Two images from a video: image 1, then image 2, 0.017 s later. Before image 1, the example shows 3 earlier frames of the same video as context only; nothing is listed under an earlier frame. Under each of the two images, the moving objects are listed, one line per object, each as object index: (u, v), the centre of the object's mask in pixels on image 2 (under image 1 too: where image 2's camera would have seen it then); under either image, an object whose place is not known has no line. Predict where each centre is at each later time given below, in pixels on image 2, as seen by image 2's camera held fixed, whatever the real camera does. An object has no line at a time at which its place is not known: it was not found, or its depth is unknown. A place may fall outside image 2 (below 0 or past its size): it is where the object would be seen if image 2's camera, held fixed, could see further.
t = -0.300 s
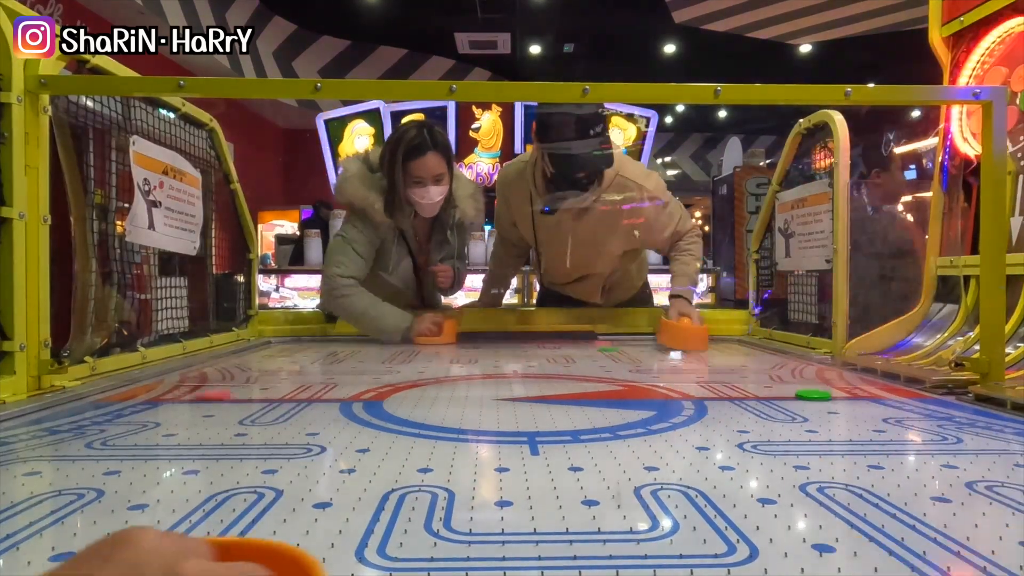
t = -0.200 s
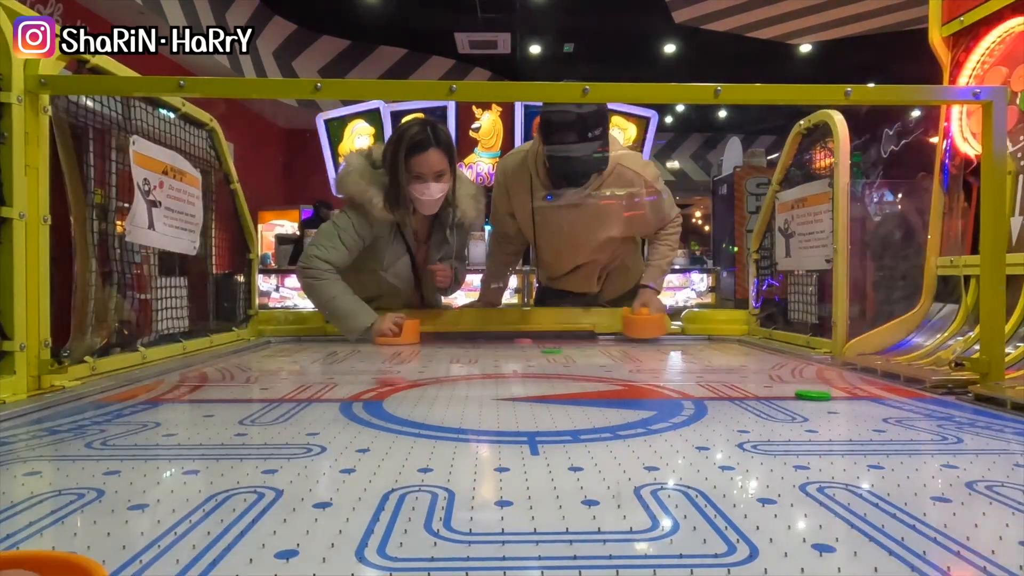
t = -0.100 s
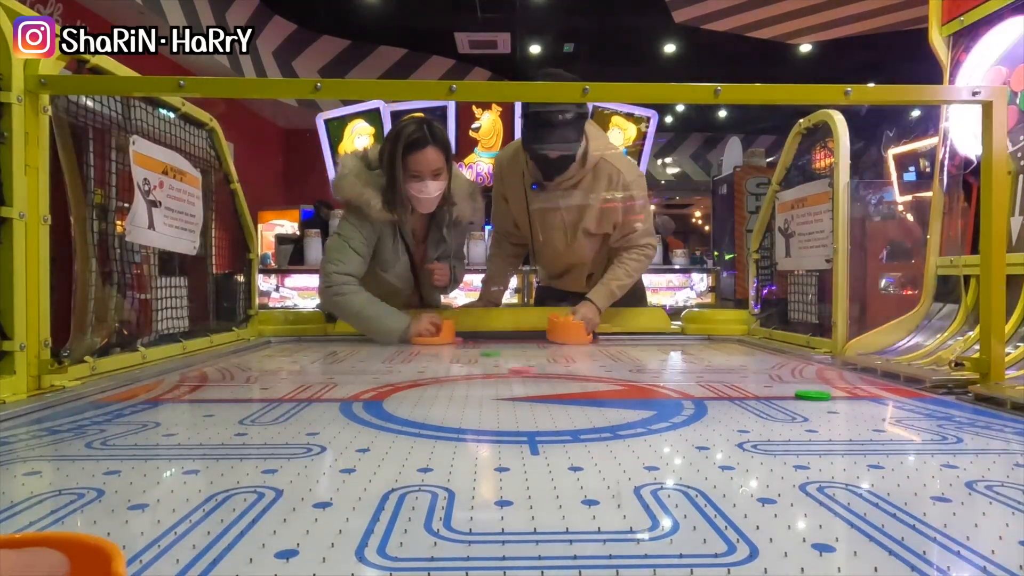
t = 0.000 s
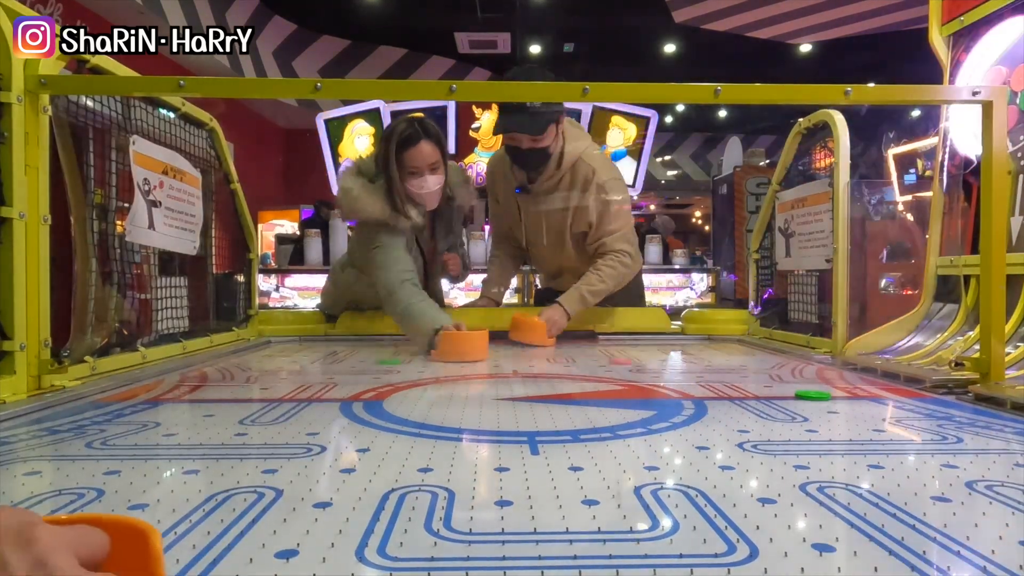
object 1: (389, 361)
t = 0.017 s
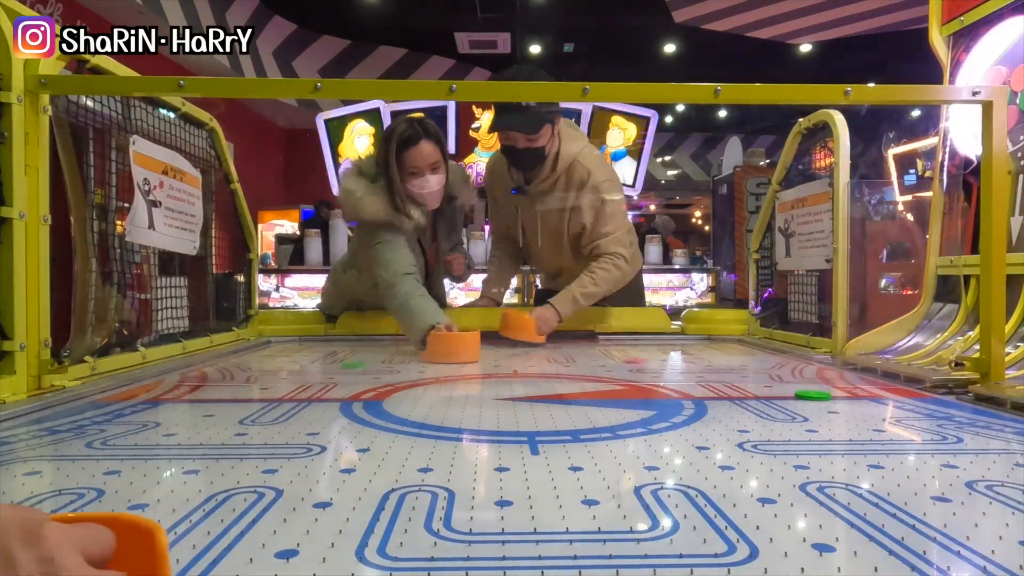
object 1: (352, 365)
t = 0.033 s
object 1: (311, 370)
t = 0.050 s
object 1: (269, 375)
